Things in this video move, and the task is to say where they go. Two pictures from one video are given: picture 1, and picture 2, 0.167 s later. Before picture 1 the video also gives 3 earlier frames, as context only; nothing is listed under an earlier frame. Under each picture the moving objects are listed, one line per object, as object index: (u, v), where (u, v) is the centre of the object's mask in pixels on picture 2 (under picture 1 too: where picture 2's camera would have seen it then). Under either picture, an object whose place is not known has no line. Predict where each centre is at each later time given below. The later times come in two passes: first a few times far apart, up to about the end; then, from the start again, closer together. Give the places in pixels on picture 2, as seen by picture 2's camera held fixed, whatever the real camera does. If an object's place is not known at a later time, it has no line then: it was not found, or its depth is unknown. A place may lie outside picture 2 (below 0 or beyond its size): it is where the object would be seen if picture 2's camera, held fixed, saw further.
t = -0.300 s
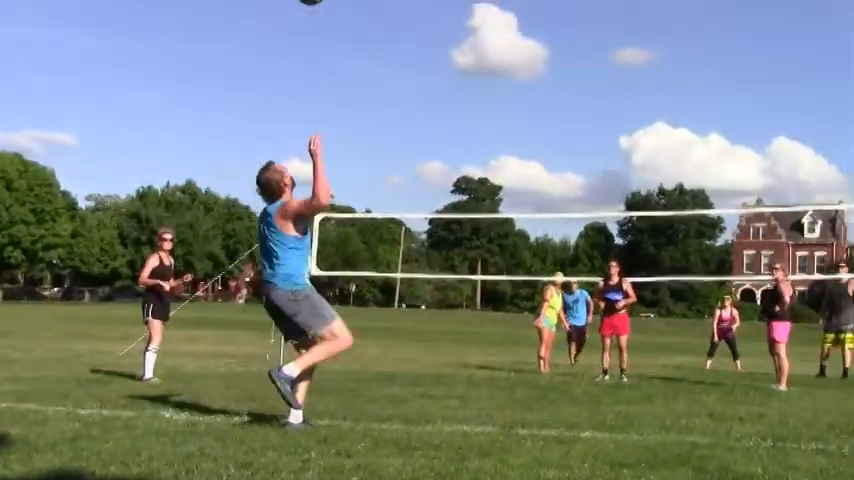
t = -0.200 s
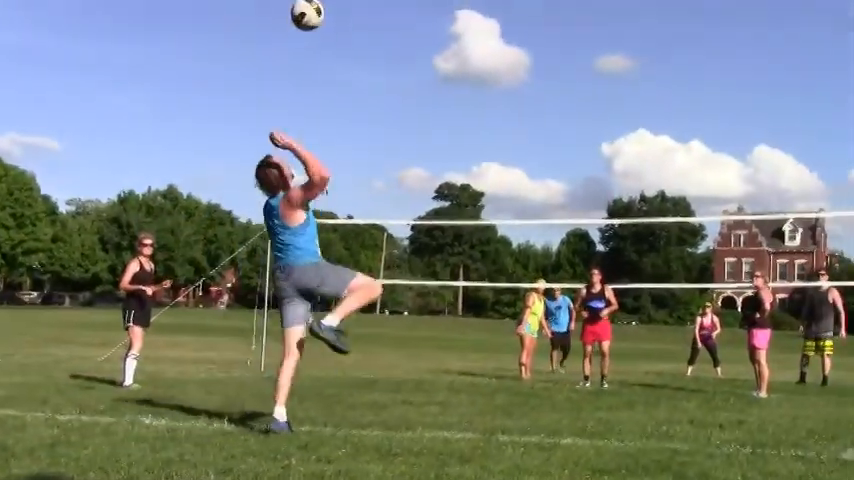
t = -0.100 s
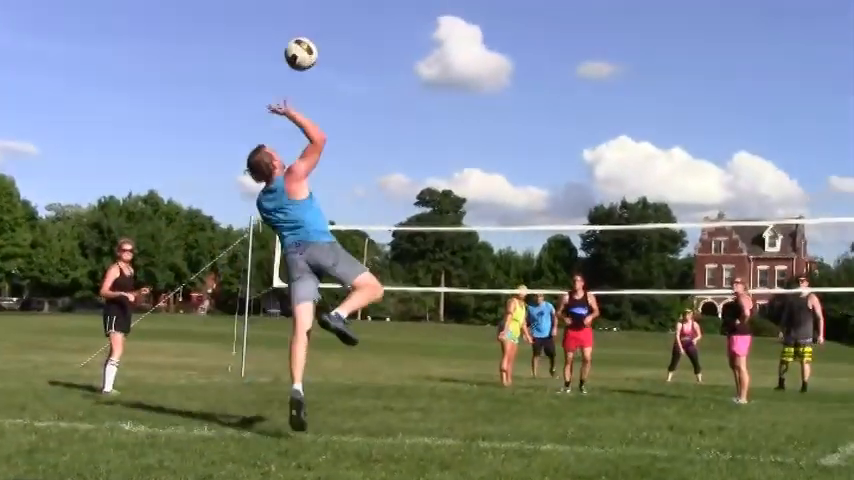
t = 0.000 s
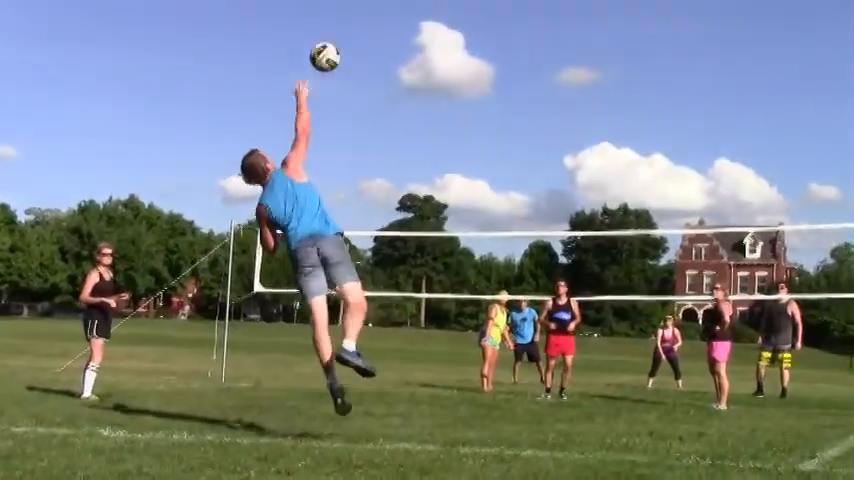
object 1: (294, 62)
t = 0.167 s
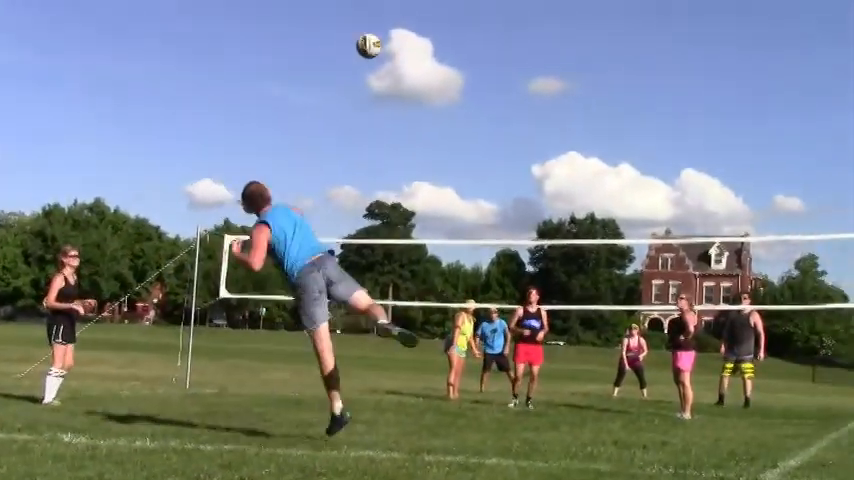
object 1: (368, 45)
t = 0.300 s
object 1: (408, 56)
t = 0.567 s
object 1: (464, 111)
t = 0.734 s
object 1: (486, 160)
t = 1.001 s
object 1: (505, 249)
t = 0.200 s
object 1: (380, 46)
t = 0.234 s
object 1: (390, 48)
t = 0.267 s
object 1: (399, 53)
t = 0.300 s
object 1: (408, 56)
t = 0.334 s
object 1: (418, 60)
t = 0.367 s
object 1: (426, 65)
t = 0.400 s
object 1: (433, 71)
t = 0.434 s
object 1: (440, 78)
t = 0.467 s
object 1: (447, 85)
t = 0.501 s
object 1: (453, 93)
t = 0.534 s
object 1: (459, 102)
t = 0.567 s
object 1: (464, 111)
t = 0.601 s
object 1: (469, 120)
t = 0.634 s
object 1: (474, 130)
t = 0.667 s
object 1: (478, 139)
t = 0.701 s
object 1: (482, 149)
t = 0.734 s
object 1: (486, 160)
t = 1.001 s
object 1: (505, 249)
